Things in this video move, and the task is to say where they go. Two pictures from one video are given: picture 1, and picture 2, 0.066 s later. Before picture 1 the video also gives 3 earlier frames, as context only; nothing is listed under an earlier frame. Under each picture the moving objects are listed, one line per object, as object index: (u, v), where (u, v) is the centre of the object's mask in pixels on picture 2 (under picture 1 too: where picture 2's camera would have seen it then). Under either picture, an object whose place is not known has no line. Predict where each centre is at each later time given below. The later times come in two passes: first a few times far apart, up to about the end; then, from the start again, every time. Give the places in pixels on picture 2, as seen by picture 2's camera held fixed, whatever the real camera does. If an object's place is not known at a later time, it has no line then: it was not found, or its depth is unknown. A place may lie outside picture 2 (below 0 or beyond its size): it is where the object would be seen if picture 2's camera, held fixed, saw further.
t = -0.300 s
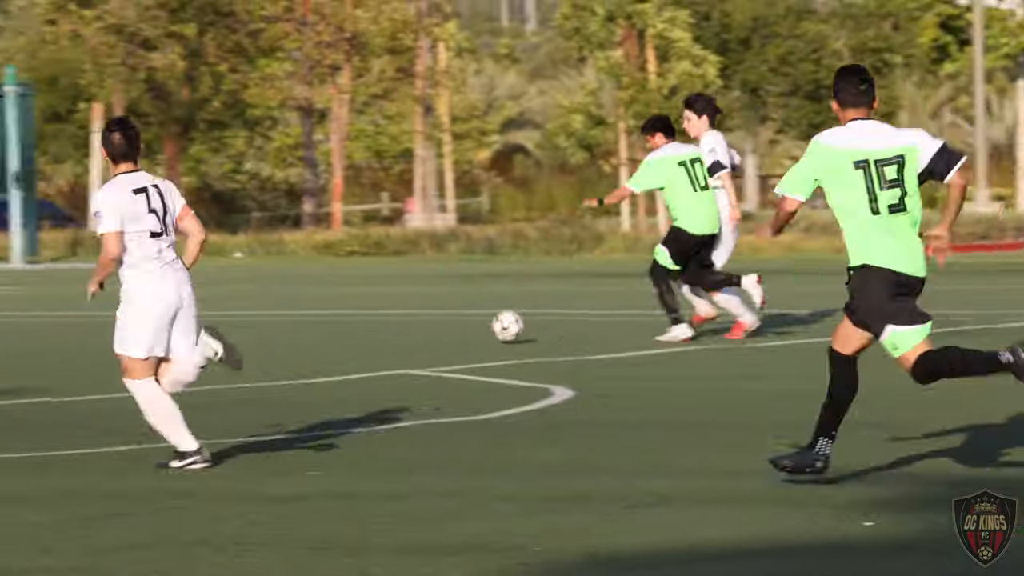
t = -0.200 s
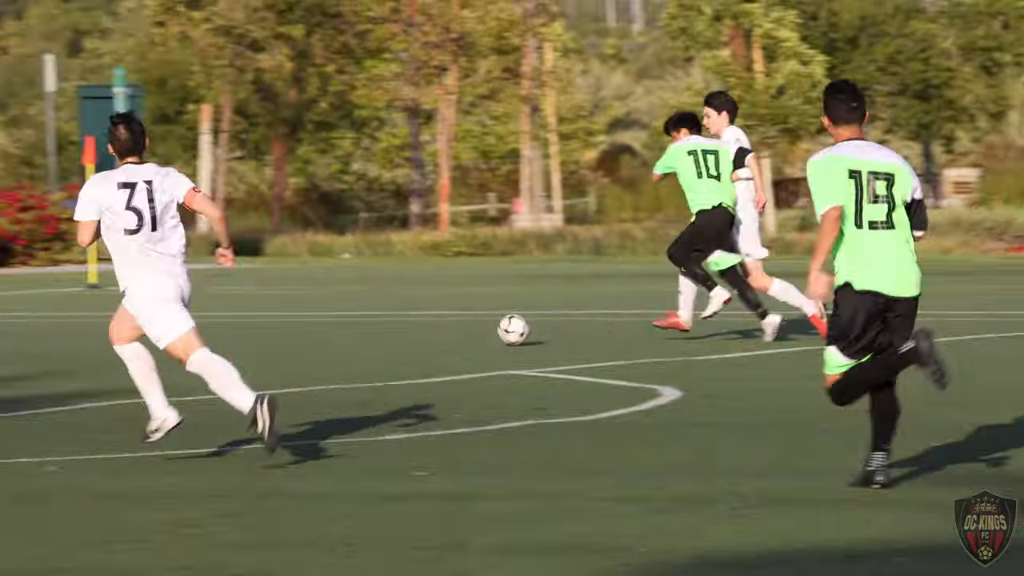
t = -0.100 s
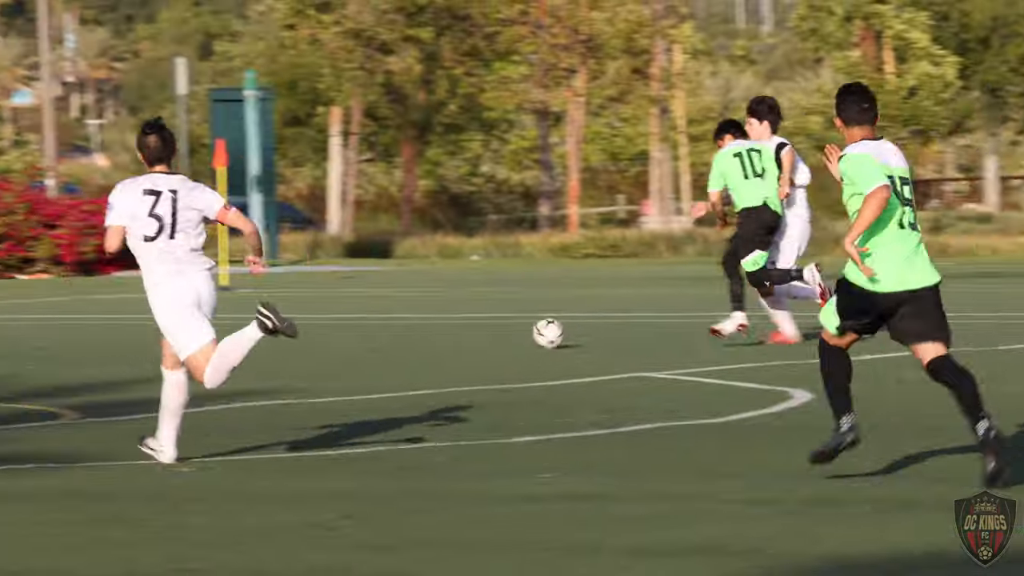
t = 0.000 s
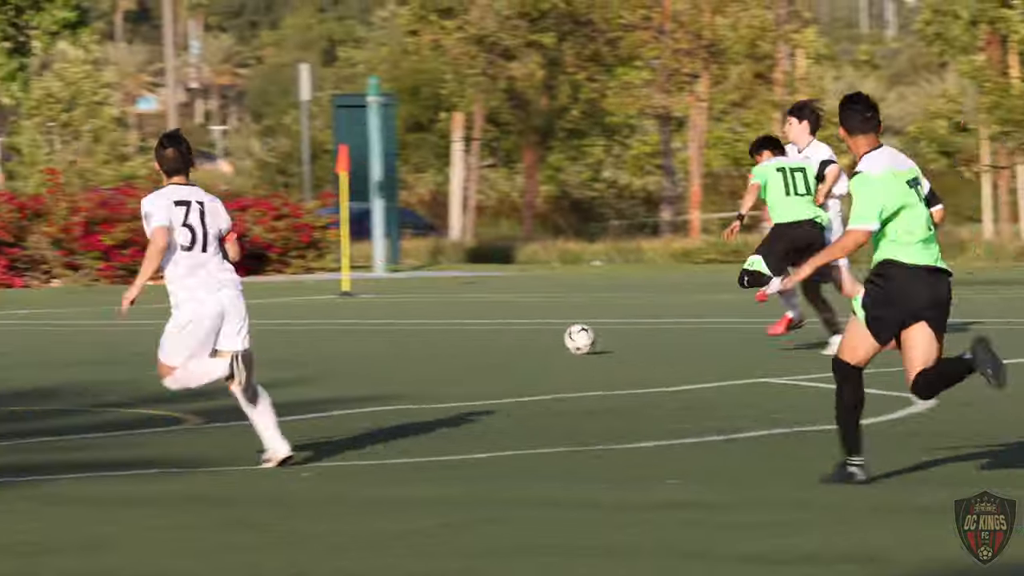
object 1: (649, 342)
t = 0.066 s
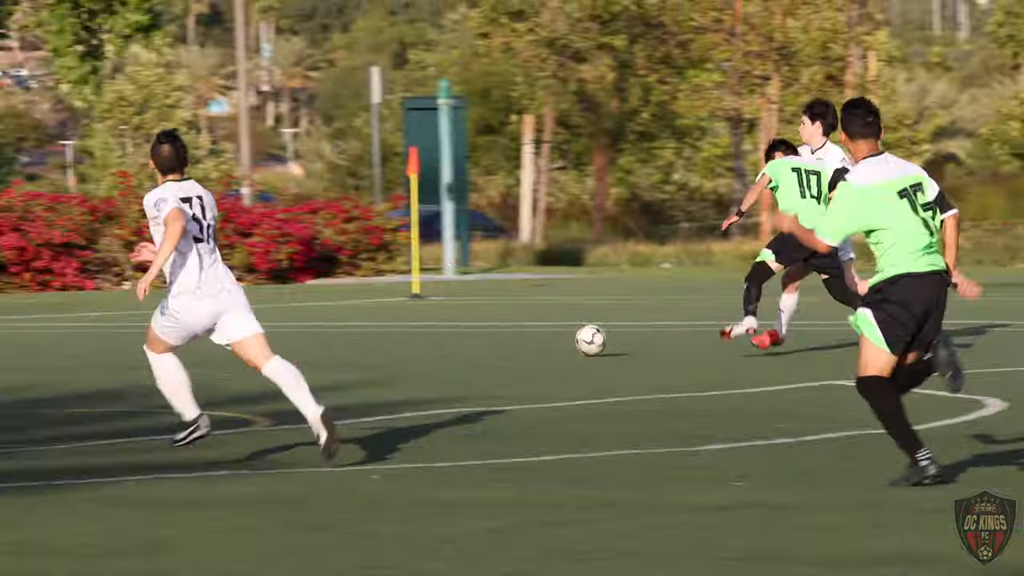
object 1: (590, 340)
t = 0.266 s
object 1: (422, 343)
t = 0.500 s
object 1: (233, 346)
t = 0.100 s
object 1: (562, 341)
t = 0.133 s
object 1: (533, 342)
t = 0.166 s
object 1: (506, 341)
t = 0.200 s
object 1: (478, 341)
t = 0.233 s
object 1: (450, 343)
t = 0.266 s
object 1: (422, 343)
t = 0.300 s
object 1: (395, 343)
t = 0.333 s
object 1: (367, 344)
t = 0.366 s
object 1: (340, 344)
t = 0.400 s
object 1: (313, 343)
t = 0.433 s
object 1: (287, 344)
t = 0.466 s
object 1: (259, 346)
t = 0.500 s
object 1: (233, 346)
